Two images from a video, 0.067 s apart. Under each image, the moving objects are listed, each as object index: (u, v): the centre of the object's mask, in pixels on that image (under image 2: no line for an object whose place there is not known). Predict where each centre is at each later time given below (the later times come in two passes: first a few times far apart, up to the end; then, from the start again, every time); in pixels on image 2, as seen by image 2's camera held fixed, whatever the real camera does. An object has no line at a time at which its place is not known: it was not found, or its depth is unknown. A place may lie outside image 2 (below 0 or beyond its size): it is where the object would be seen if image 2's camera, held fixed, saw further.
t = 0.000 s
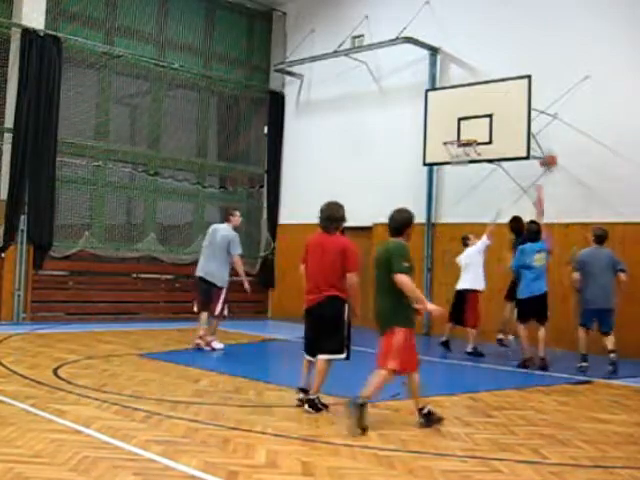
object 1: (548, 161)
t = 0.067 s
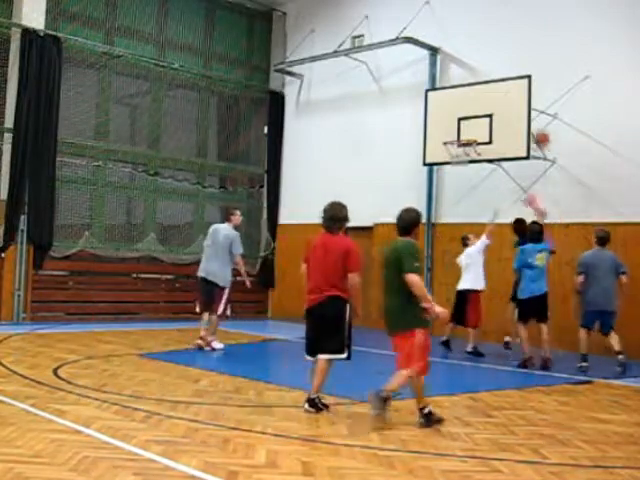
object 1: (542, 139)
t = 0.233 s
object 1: (522, 99)
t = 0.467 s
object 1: (497, 86)
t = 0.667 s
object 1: (473, 102)
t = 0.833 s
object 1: (454, 137)
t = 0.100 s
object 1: (537, 128)
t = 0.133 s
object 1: (535, 119)
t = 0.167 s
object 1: (531, 112)
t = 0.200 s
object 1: (527, 104)
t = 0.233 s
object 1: (522, 99)
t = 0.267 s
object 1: (520, 94)
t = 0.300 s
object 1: (516, 90)
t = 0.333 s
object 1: (512, 88)
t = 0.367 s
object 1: (508, 86)
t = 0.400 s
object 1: (505, 86)
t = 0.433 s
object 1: (501, 85)
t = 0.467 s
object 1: (497, 86)
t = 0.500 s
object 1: (493, 86)
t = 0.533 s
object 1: (489, 88)
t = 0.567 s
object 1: (486, 90)
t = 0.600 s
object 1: (482, 93)
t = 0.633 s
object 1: (477, 97)
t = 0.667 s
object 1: (473, 102)
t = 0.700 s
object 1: (470, 107)
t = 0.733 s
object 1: (465, 114)
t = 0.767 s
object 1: (461, 121)
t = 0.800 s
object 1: (458, 128)
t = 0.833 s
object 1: (454, 137)
